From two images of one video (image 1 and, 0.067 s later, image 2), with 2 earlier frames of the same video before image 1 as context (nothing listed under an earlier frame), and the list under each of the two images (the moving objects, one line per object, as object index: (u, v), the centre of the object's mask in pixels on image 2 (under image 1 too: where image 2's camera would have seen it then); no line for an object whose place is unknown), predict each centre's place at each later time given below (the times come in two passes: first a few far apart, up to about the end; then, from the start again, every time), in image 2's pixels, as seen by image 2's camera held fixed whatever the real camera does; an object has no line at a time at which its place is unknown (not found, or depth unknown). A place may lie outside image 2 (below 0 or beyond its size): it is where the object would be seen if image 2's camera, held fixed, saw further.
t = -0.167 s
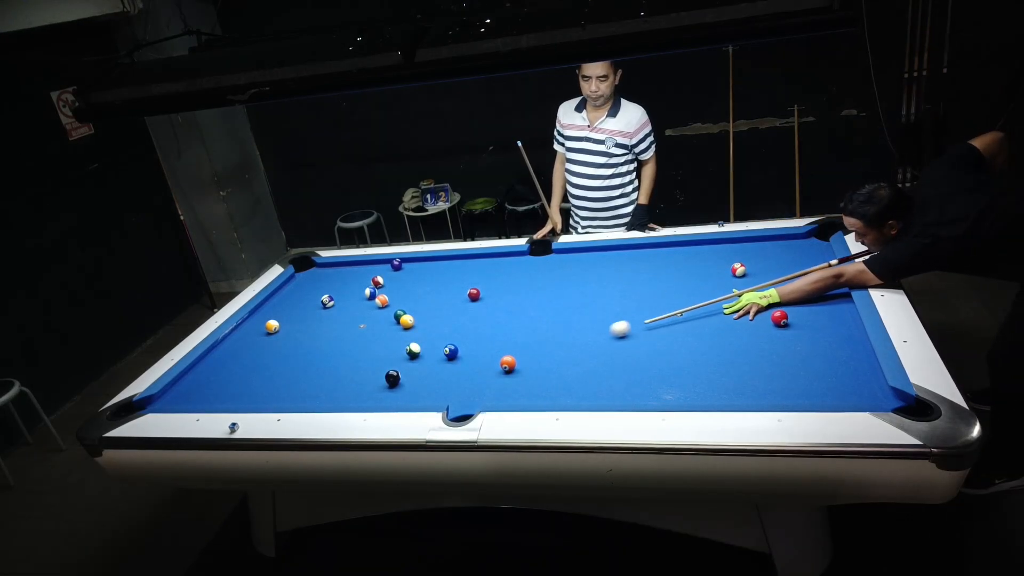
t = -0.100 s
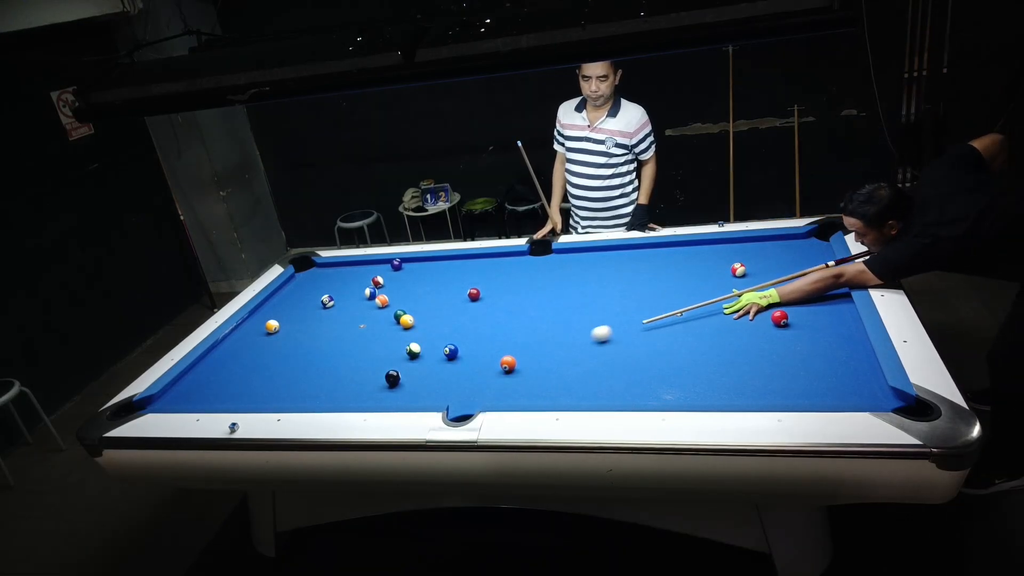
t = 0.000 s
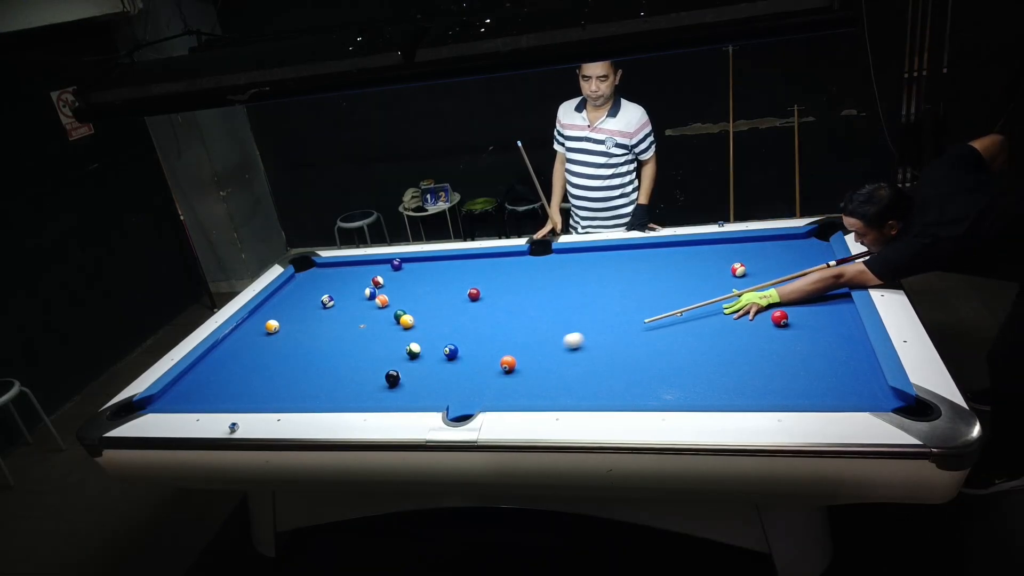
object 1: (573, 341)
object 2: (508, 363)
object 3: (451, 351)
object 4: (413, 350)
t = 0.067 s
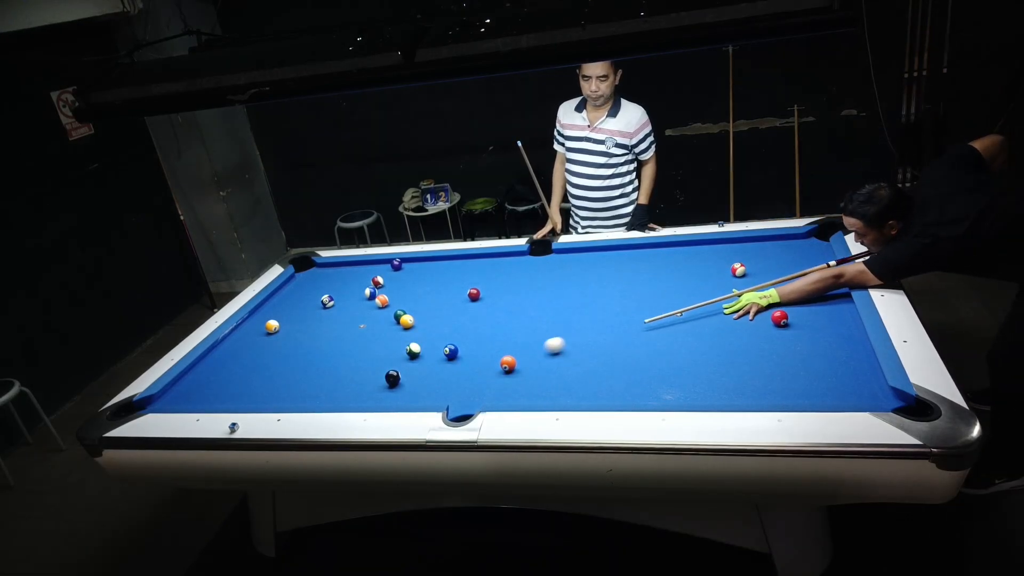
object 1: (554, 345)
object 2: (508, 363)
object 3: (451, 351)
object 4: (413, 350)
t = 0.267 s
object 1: (504, 353)
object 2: (502, 369)
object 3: (451, 351)
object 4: (413, 350)
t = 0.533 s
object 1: (461, 354)
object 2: (481, 387)
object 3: (443, 350)
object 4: (413, 350)
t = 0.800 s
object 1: (445, 358)
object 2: (461, 406)
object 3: (426, 345)
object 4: (405, 351)
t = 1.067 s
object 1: (431, 361)
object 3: (421, 339)
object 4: (390, 353)
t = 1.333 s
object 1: (419, 364)
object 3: (416, 335)
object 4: (375, 355)
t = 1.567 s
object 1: (409, 366)
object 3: (413, 331)
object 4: (364, 356)
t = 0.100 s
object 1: (545, 348)
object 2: (508, 363)
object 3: (451, 351)
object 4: (413, 350)
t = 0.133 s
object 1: (536, 350)
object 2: (508, 363)
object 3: (451, 351)
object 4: (413, 350)
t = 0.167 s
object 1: (526, 352)
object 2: (508, 363)
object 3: (451, 351)
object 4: (413, 350)
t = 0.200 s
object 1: (518, 354)
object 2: (508, 364)
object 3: (451, 351)
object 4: (413, 350)
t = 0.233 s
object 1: (511, 353)
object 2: (505, 367)
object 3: (451, 351)
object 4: (413, 350)
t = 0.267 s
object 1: (504, 353)
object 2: (502, 369)
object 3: (451, 351)
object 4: (413, 350)
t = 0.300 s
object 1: (498, 354)
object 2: (499, 371)
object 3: (451, 351)
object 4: (413, 350)
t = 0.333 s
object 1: (491, 354)
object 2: (497, 374)
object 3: (451, 351)
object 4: (413, 350)
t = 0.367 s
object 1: (485, 354)
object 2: (494, 376)
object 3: (451, 351)
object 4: (413, 350)
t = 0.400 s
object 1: (478, 354)
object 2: (492, 378)
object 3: (451, 351)
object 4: (413, 350)
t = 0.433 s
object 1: (472, 353)
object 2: (489, 380)
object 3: (451, 351)
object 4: (413, 350)
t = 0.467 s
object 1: (466, 353)
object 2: (487, 383)
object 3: (450, 351)
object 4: (413, 350)
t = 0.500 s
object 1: (462, 354)
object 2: (484, 385)
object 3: (447, 350)
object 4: (413, 350)
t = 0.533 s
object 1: (461, 354)
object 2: (481, 387)
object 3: (443, 350)
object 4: (413, 350)
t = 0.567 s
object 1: (459, 355)
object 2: (479, 390)
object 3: (439, 349)
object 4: (413, 350)
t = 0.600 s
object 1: (457, 355)
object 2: (476, 392)
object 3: (436, 349)
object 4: (413, 350)
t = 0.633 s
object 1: (455, 356)
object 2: (474, 394)
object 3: (433, 348)
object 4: (413, 350)
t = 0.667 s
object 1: (453, 356)
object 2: (471, 396)
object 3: (430, 348)
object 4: (413, 350)
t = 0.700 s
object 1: (451, 357)
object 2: (469, 398)
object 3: (428, 347)
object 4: (412, 350)
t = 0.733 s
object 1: (449, 357)
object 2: (466, 400)
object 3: (427, 346)
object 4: (410, 350)
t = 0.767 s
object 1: (447, 358)
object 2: (463, 404)
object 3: (426, 346)
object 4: (407, 351)
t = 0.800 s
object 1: (445, 358)
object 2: (461, 406)
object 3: (426, 345)
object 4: (405, 351)
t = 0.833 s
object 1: (444, 358)
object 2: (458, 407)
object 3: (425, 344)
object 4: (403, 351)
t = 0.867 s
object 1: (442, 359)
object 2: (456, 411)
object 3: (424, 343)
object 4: (401, 351)
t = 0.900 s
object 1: (440, 359)
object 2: (456, 415)
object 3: (424, 343)
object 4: (399, 352)
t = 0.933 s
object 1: (438, 360)
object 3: (423, 342)
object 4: (397, 352)
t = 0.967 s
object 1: (436, 360)
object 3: (423, 342)
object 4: (395, 352)
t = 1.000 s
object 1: (435, 360)
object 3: (422, 341)
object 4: (393, 353)
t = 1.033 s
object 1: (433, 361)
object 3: (421, 340)
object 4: (391, 353)
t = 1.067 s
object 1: (431, 361)
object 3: (421, 339)
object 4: (390, 353)
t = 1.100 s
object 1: (430, 362)
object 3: (420, 339)
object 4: (388, 353)
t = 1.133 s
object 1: (428, 362)
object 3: (419, 338)
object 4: (386, 353)
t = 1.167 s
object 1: (426, 362)
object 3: (419, 337)
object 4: (384, 353)
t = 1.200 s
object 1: (425, 363)
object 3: (419, 337)
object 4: (382, 354)
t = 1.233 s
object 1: (423, 363)
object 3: (418, 336)
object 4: (380, 354)
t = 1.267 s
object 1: (422, 363)
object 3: (417, 335)
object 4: (378, 354)
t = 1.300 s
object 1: (420, 364)
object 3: (417, 335)
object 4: (377, 355)
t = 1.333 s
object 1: (419, 364)
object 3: (416, 335)
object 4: (375, 355)
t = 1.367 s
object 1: (417, 365)
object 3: (416, 334)
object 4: (373, 355)
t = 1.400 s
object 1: (416, 365)
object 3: (415, 333)
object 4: (372, 356)
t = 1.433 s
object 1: (414, 365)
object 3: (415, 333)
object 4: (370, 356)
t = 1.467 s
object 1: (413, 365)
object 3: (415, 332)
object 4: (369, 356)
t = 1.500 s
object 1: (411, 366)
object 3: (414, 331)
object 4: (367, 356)
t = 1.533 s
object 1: (410, 366)
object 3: (414, 331)
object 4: (365, 356)
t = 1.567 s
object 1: (409, 366)
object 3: (413, 331)
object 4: (364, 356)
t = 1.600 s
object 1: (408, 367)
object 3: (413, 330)
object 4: (362, 357)
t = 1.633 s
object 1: (406, 367)
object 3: (413, 330)
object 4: (361, 357)
